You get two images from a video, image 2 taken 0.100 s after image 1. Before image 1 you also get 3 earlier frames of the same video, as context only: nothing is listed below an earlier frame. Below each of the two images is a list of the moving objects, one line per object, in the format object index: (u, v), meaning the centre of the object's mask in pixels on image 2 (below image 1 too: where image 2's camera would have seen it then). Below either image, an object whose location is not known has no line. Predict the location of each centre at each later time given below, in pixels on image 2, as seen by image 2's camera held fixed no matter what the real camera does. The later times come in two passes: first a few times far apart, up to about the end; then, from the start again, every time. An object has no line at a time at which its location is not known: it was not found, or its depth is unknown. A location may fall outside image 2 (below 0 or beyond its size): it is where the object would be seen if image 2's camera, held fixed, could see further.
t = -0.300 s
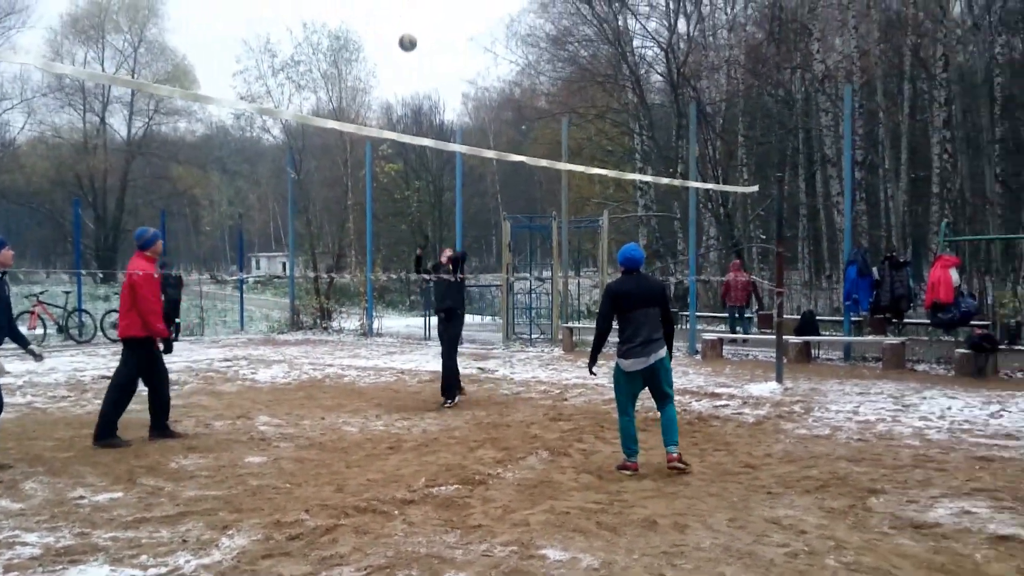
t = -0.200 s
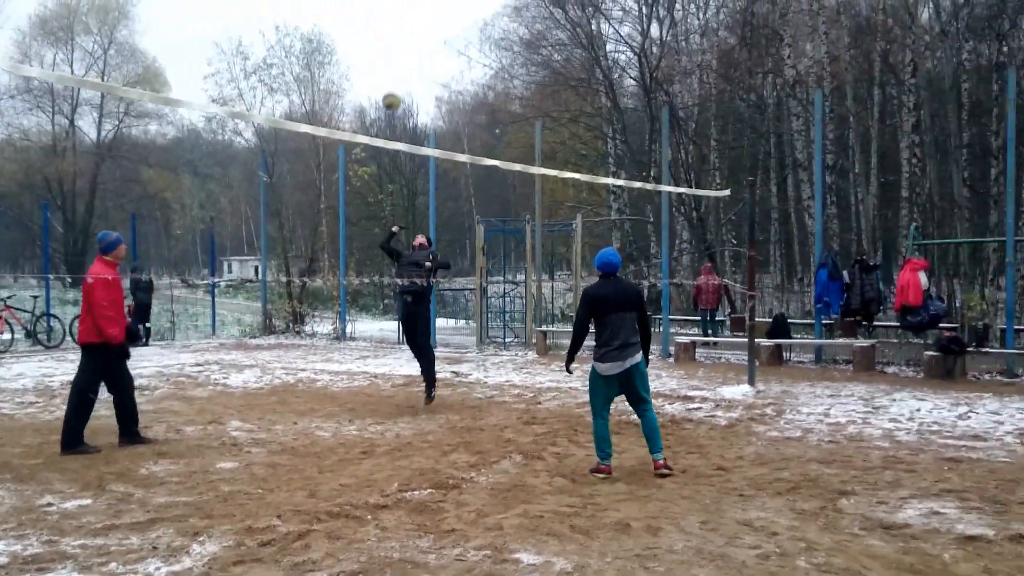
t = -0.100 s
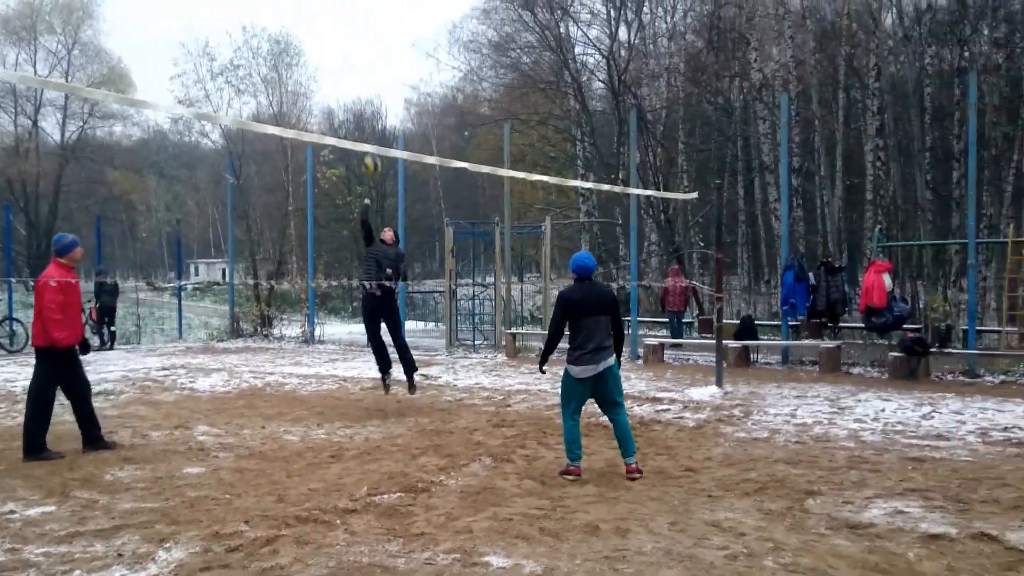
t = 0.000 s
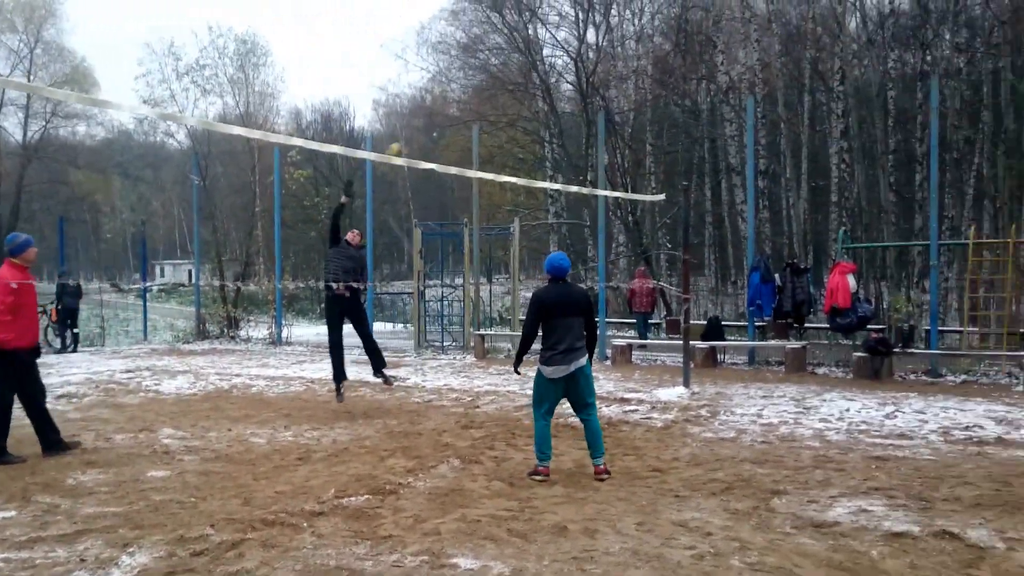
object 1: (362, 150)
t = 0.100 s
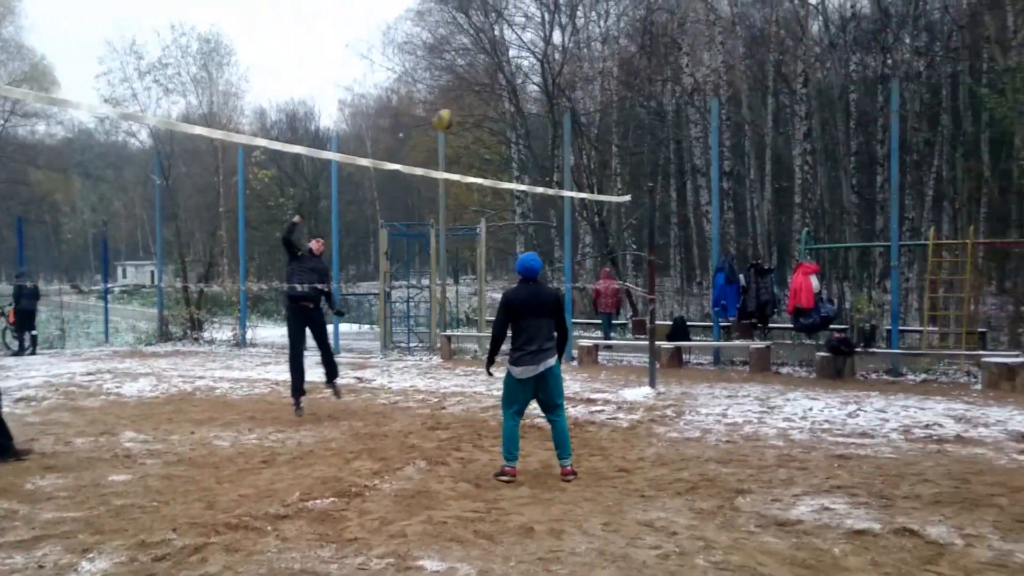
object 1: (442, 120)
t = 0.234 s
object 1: (572, 90)
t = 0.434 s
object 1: (824, 82)
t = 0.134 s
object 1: (474, 112)
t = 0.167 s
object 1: (505, 104)
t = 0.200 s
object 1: (538, 97)
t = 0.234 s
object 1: (572, 90)
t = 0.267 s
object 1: (610, 86)
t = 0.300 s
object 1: (649, 81)
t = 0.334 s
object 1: (688, 79)
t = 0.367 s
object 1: (731, 78)
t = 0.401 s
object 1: (775, 79)
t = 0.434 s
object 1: (824, 82)
